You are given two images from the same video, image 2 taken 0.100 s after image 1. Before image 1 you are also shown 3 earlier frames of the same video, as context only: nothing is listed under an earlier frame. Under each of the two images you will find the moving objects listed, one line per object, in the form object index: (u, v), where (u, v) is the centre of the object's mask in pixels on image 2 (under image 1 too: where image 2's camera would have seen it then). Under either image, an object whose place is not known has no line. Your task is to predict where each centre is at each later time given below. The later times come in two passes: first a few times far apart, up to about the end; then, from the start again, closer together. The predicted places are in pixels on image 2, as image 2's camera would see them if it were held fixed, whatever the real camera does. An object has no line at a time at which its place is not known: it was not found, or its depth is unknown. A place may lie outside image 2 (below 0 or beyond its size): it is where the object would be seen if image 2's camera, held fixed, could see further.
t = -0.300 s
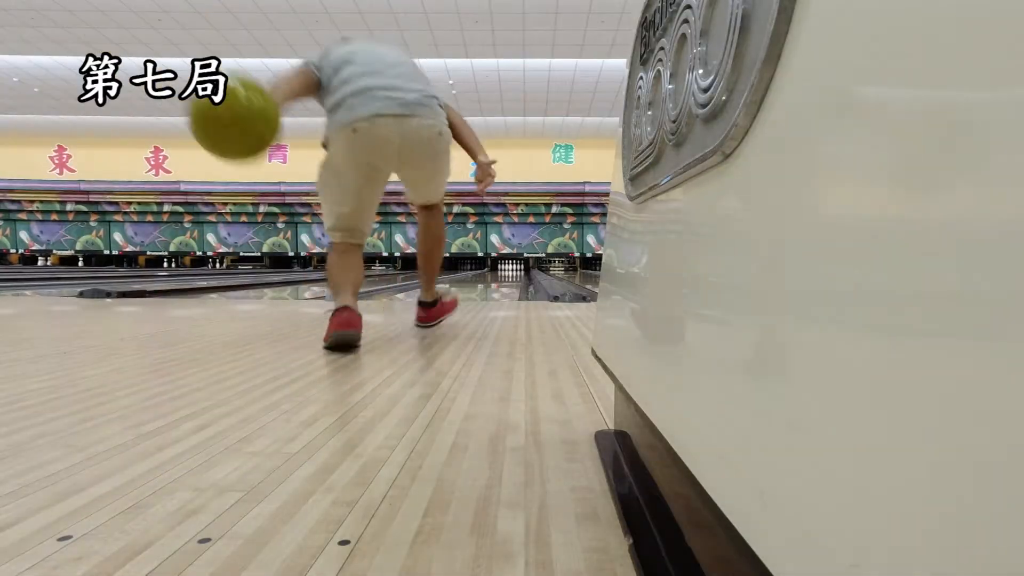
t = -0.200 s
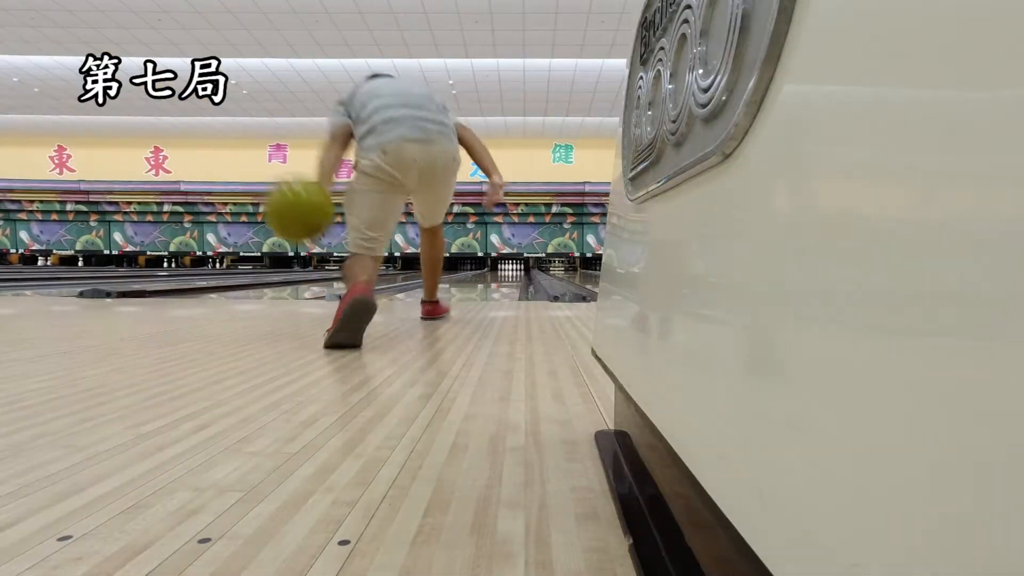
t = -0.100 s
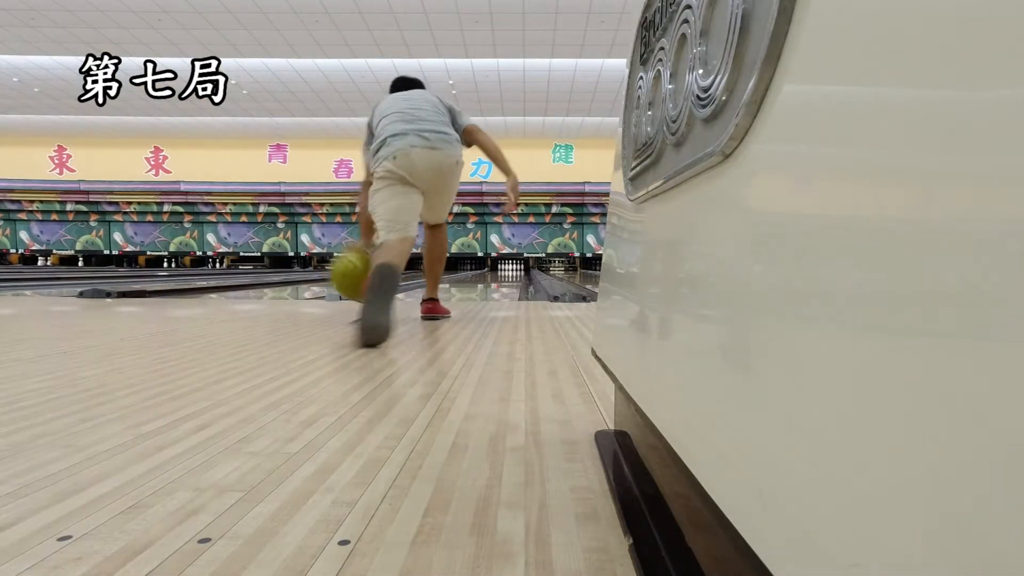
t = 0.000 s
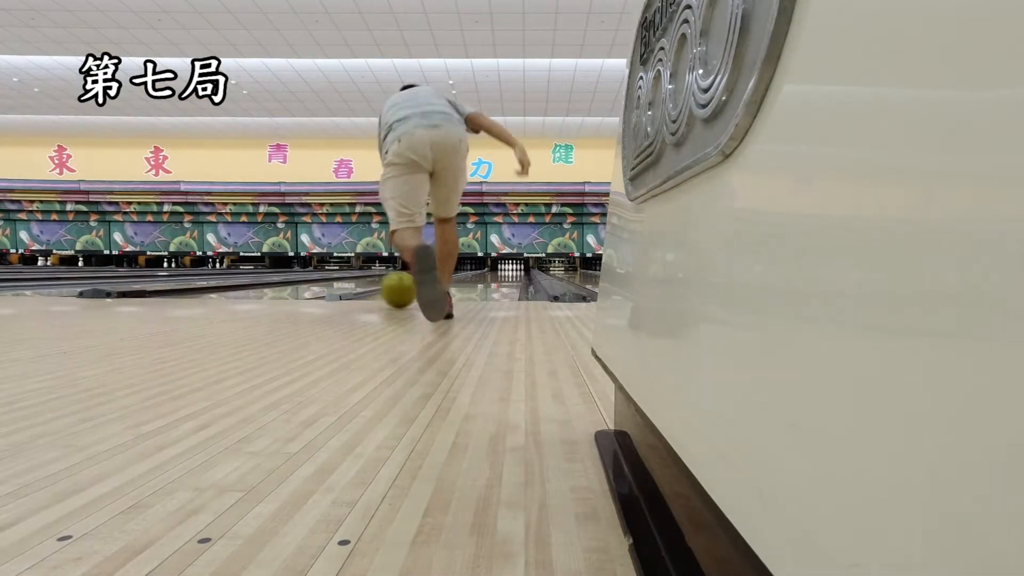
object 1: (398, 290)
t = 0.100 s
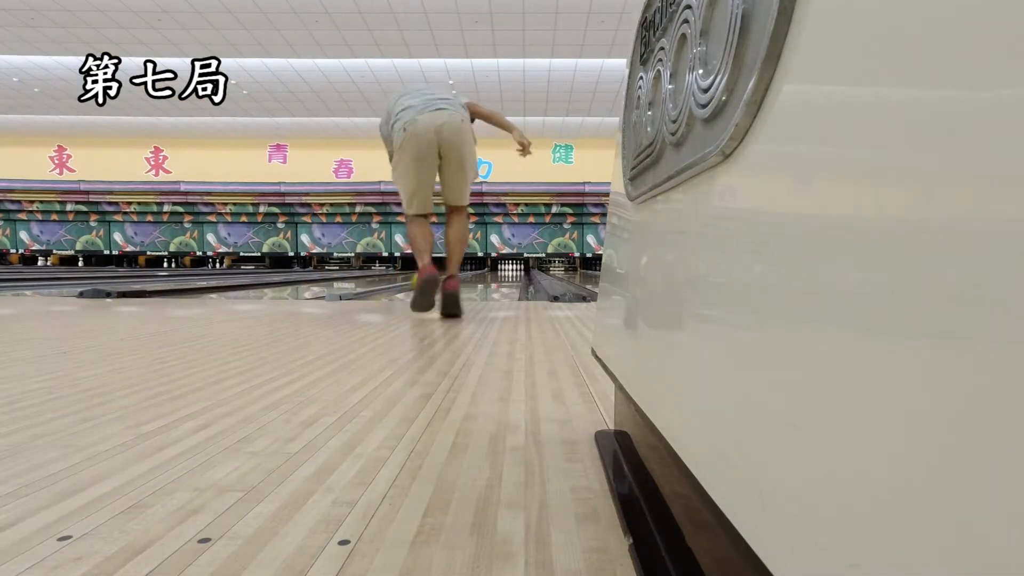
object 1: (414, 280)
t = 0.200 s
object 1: (443, 281)
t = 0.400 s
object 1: (464, 276)
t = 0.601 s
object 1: (478, 275)
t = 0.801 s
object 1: (485, 273)
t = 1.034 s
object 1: (492, 271)
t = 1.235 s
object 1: (497, 270)
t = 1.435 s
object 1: (500, 270)
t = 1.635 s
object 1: (502, 269)
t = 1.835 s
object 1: (505, 268)
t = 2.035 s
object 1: (508, 268)
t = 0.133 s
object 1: (438, 281)
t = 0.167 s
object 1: (440, 282)
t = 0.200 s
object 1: (443, 281)
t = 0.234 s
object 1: (447, 280)
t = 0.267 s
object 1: (451, 279)
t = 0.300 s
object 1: (455, 279)
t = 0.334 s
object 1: (458, 278)
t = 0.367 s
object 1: (461, 277)
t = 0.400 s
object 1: (464, 276)
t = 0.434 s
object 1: (464, 276)
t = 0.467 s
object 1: (465, 274)
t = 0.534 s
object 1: (478, 275)
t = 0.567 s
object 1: (478, 275)
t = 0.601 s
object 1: (478, 275)
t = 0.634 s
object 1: (478, 274)
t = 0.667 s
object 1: (480, 274)
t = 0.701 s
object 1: (481, 274)
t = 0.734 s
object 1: (483, 274)
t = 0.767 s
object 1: (484, 273)
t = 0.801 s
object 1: (485, 273)
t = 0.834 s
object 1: (487, 273)
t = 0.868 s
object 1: (488, 272)
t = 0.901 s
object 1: (489, 272)
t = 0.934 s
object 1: (490, 272)
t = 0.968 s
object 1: (491, 271)
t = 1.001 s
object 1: (491, 271)
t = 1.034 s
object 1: (492, 271)
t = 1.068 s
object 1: (492, 271)
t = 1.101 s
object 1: (493, 271)
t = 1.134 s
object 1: (493, 271)
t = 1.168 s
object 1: (495, 271)
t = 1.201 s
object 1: (496, 270)
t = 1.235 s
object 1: (497, 270)
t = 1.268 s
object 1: (497, 270)
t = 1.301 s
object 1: (498, 270)
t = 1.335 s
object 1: (499, 270)
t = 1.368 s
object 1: (499, 270)
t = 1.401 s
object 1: (500, 270)
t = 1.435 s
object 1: (500, 270)
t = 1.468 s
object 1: (500, 270)
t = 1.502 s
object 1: (501, 269)
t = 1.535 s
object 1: (501, 269)
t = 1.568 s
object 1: (501, 269)
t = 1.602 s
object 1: (502, 269)
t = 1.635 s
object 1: (502, 269)
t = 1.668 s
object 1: (502, 269)
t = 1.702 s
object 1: (502, 269)
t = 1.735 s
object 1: (504, 268)
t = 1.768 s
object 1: (505, 268)
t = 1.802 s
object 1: (505, 268)
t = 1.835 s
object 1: (505, 268)
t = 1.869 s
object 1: (506, 268)
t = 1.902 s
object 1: (506, 268)
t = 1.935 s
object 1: (507, 268)
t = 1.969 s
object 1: (507, 268)
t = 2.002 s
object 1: (508, 268)
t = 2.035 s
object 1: (508, 268)
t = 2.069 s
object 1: (508, 268)
